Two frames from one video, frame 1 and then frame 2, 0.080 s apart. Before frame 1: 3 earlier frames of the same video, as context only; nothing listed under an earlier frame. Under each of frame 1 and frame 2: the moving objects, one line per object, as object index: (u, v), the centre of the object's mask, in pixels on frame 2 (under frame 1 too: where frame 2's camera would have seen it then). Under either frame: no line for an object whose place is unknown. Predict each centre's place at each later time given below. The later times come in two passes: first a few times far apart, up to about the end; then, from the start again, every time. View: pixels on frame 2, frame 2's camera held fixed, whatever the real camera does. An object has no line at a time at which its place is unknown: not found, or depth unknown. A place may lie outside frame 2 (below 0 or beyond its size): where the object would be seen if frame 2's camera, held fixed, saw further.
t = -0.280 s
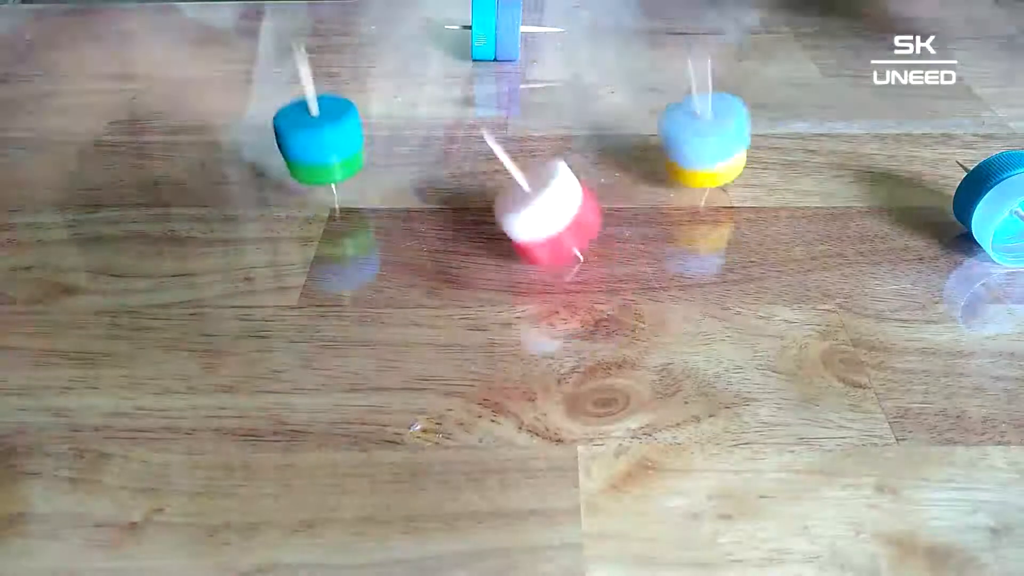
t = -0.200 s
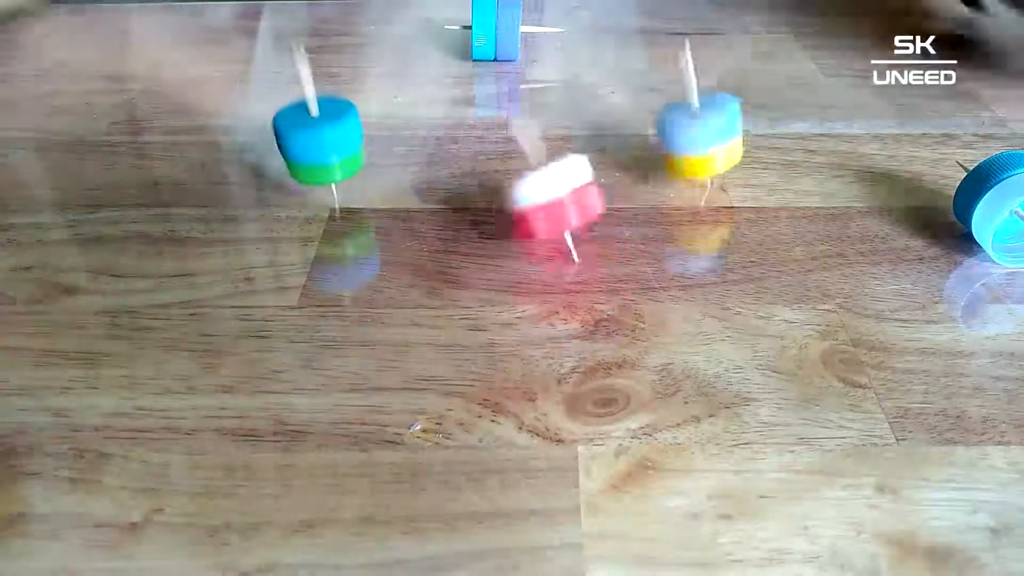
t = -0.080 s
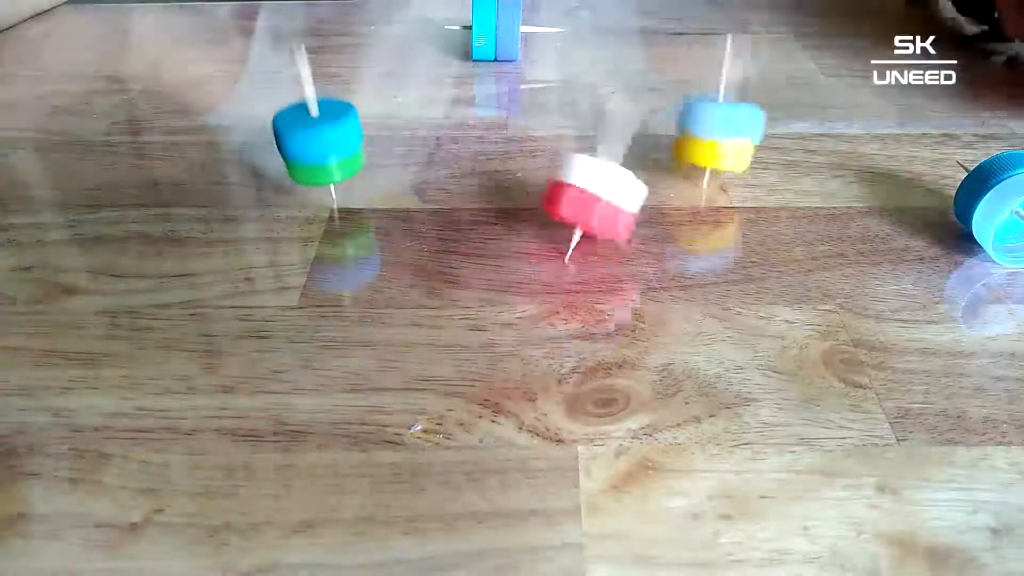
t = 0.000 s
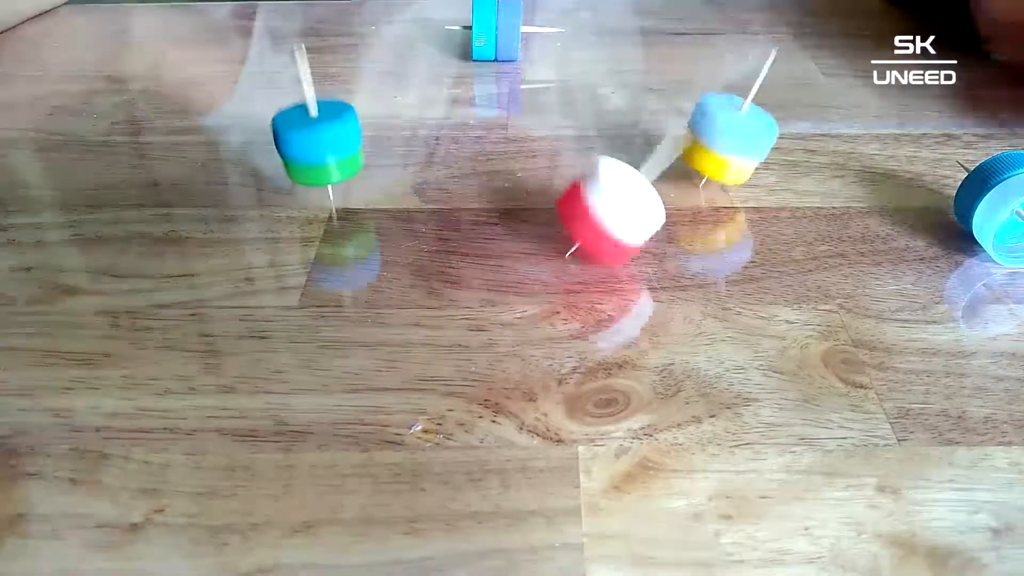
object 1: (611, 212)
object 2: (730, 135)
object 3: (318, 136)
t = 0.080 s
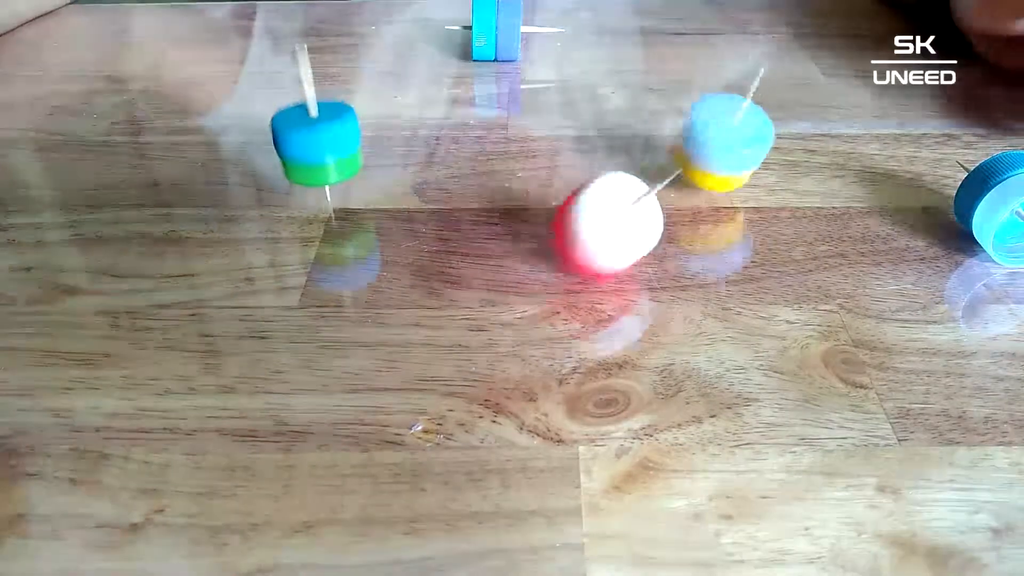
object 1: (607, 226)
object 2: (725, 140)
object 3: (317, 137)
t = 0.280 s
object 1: (545, 230)
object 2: (700, 131)
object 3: (313, 138)
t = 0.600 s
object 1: (534, 204)
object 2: (712, 148)
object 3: (312, 137)
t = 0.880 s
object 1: (448, 192)
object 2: (742, 135)
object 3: (312, 136)
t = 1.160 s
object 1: (419, 134)
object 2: (695, 159)
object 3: (302, 134)
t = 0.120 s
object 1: (598, 232)
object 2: (717, 142)
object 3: (316, 137)
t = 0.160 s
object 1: (579, 235)
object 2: (708, 140)
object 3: (315, 137)
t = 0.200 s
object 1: (562, 237)
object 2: (702, 137)
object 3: (315, 137)
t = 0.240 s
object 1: (553, 235)
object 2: (698, 133)
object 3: (314, 137)
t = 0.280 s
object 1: (545, 230)
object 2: (700, 131)
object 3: (313, 138)
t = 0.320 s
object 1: (540, 225)
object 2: (706, 128)
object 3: (313, 137)
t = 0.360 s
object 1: (538, 219)
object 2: (716, 128)
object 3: (313, 137)
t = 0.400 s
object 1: (537, 213)
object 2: (725, 132)
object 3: (312, 137)
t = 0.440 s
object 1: (537, 208)
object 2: (735, 129)
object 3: (312, 137)
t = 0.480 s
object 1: (538, 206)
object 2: (734, 139)
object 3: (312, 137)
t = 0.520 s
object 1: (538, 205)
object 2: (730, 144)
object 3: (312, 137)
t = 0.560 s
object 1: (538, 205)
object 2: (724, 147)
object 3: (312, 137)
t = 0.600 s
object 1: (534, 204)
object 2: (712, 148)
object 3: (312, 137)
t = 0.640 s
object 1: (530, 203)
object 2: (701, 148)
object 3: (312, 138)
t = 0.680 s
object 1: (523, 204)
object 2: (690, 140)
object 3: (312, 137)
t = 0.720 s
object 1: (512, 202)
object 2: (687, 132)
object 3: (312, 137)
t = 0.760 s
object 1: (499, 200)
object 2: (695, 130)
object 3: (312, 137)
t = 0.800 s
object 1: (483, 198)
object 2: (709, 124)
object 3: (312, 137)
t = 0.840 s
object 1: (467, 196)
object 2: (725, 134)
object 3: (312, 137)
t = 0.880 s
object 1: (448, 192)
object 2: (742, 135)
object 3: (312, 136)
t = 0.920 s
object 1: (430, 186)
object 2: (746, 146)
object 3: (312, 136)
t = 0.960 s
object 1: (416, 180)
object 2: (745, 155)
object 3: (312, 137)
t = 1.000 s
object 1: (402, 171)
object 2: (742, 159)
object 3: (310, 136)
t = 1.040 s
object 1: (402, 162)
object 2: (731, 161)
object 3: (304, 134)
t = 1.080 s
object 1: (407, 155)
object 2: (715, 164)
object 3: (302, 131)
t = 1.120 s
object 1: (412, 144)
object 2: (703, 162)
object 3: (304, 133)
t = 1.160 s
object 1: (419, 134)
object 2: (695, 159)
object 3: (302, 134)
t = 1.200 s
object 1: (426, 126)
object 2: (690, 157)
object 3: (301, 134)
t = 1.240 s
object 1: (436, 114)
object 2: (687, 153)
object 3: (300, 133)
